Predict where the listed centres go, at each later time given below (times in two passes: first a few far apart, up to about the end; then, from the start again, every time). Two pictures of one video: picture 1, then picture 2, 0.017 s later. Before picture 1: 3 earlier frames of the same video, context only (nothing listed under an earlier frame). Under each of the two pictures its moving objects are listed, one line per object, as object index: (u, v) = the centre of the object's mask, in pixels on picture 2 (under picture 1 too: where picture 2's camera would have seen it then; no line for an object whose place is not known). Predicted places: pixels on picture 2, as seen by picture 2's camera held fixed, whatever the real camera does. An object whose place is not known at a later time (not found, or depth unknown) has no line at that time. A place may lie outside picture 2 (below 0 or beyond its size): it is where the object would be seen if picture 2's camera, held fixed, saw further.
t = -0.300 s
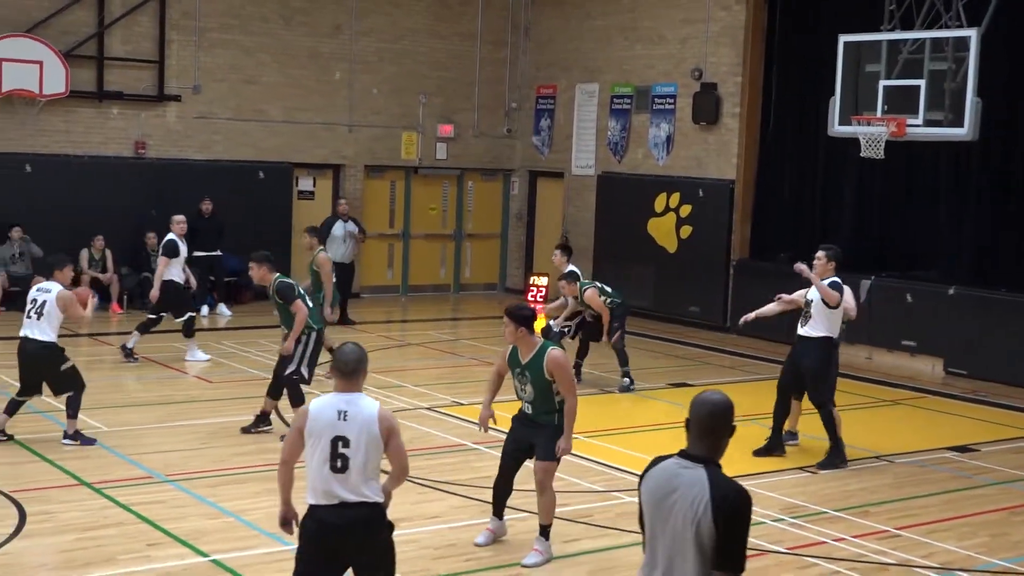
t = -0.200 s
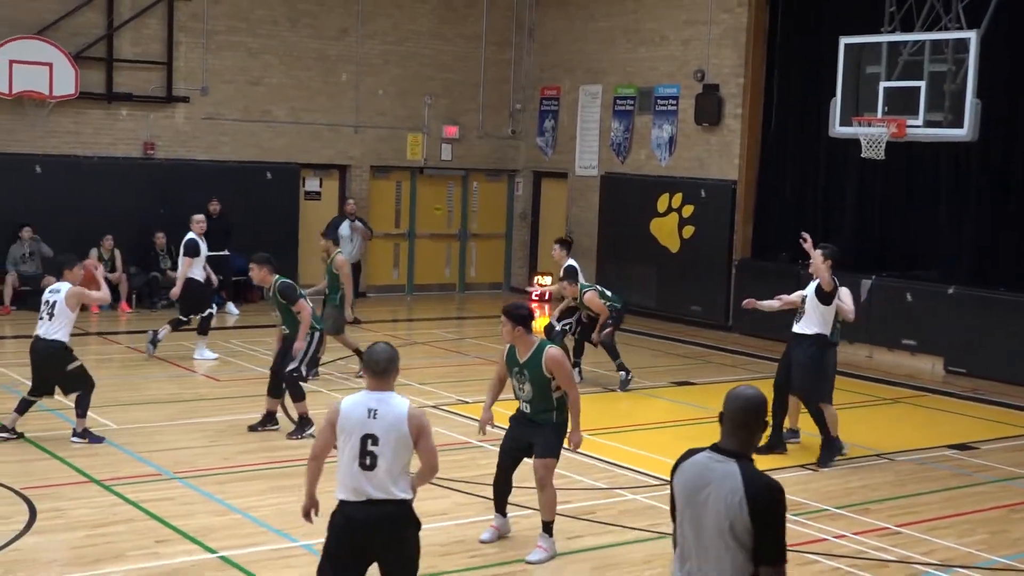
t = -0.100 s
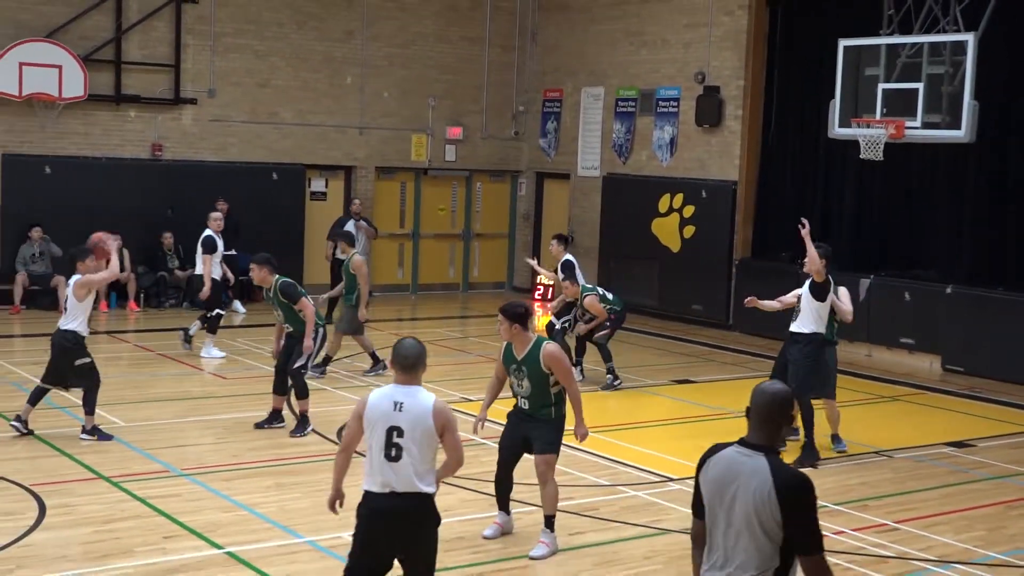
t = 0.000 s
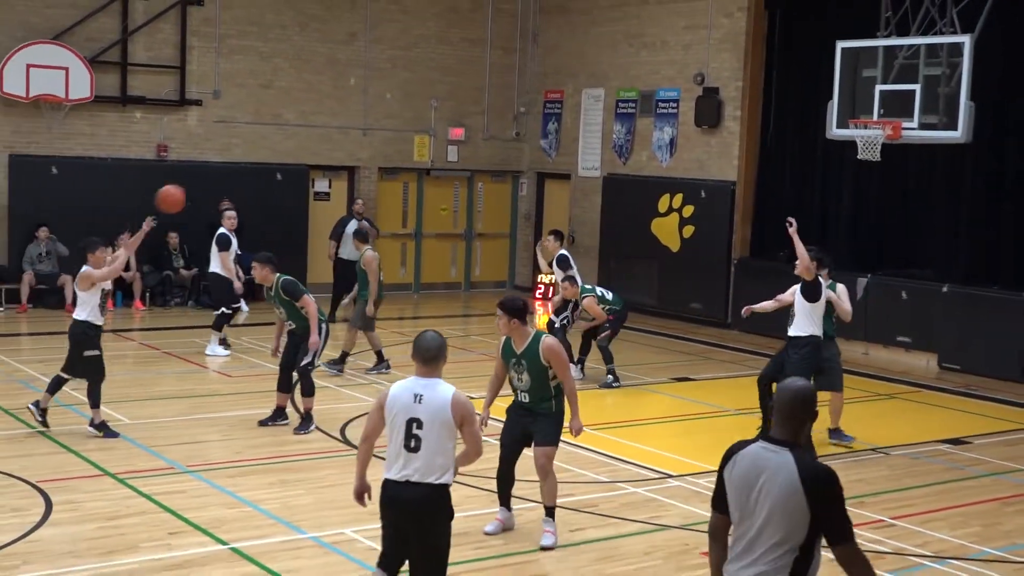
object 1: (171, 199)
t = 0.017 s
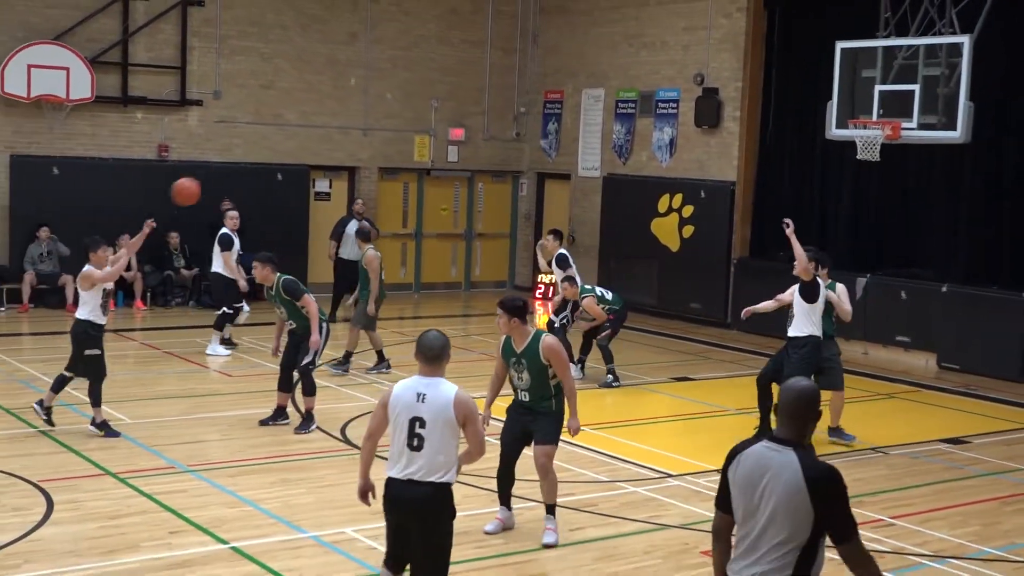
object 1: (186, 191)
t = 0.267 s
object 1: (403, 119)
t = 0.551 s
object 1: (647, 121)
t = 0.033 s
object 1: (200, 185)
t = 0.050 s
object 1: (215, 178)
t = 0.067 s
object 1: (229, 171)
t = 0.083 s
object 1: (243, 166)
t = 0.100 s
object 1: (257, 161)
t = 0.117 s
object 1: (273, 154)
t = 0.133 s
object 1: (286, 150)
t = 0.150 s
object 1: (301, 143)
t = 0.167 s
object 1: (316, 140)
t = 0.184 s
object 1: (332, 136)
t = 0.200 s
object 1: (344, 132)
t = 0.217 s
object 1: (359, 129)
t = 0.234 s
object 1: (374, 125)
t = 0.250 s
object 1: (388, 122)
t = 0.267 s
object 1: (403, 119)
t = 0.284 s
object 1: (417, 115)
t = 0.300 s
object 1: (430, 112)
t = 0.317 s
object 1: (445, 111)
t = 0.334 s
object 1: (459, 109)
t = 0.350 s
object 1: (475, 109)
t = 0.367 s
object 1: (489, 107)
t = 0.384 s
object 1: (503, 107)
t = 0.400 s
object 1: (517, 107)
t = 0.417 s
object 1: (532, 108)
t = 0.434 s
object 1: (546, 108)
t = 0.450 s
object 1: (560, 109)
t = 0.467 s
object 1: (577, 111)
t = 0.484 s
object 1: (589, 112)
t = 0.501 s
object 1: (604, 114)
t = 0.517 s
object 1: (618, 116)
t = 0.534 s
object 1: (633, 119)
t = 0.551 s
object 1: (647, 121)
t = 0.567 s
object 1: (661, 125)
